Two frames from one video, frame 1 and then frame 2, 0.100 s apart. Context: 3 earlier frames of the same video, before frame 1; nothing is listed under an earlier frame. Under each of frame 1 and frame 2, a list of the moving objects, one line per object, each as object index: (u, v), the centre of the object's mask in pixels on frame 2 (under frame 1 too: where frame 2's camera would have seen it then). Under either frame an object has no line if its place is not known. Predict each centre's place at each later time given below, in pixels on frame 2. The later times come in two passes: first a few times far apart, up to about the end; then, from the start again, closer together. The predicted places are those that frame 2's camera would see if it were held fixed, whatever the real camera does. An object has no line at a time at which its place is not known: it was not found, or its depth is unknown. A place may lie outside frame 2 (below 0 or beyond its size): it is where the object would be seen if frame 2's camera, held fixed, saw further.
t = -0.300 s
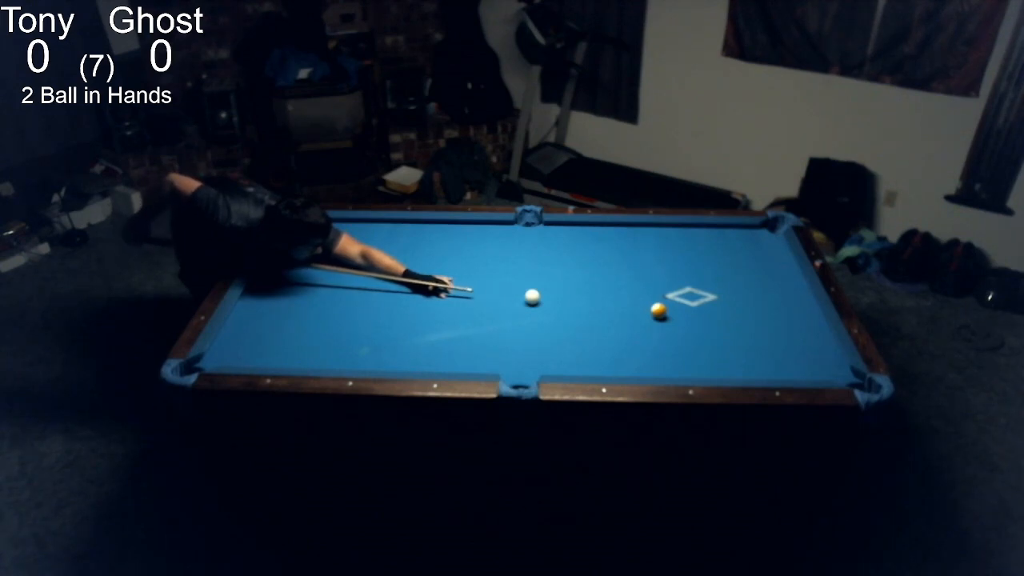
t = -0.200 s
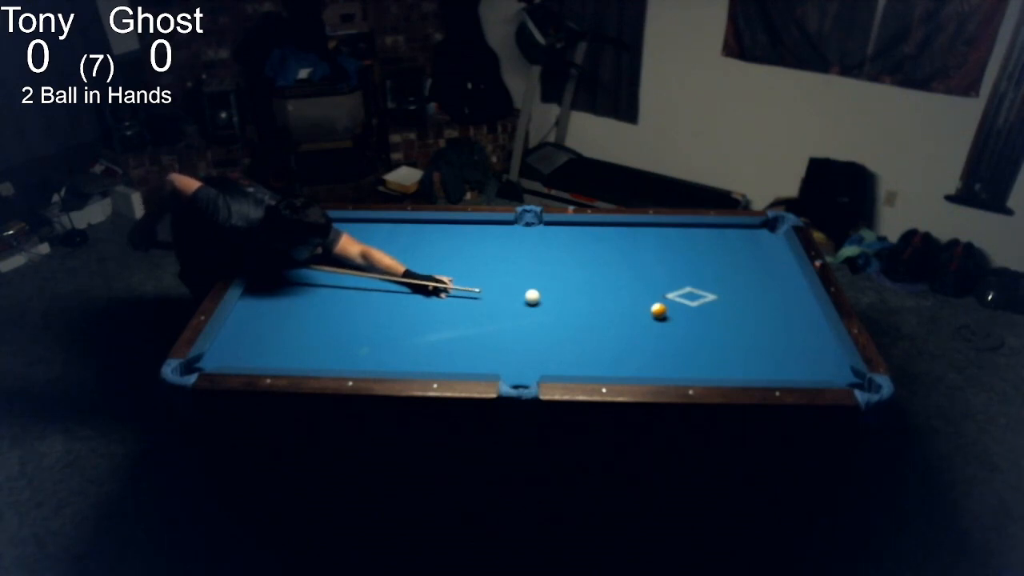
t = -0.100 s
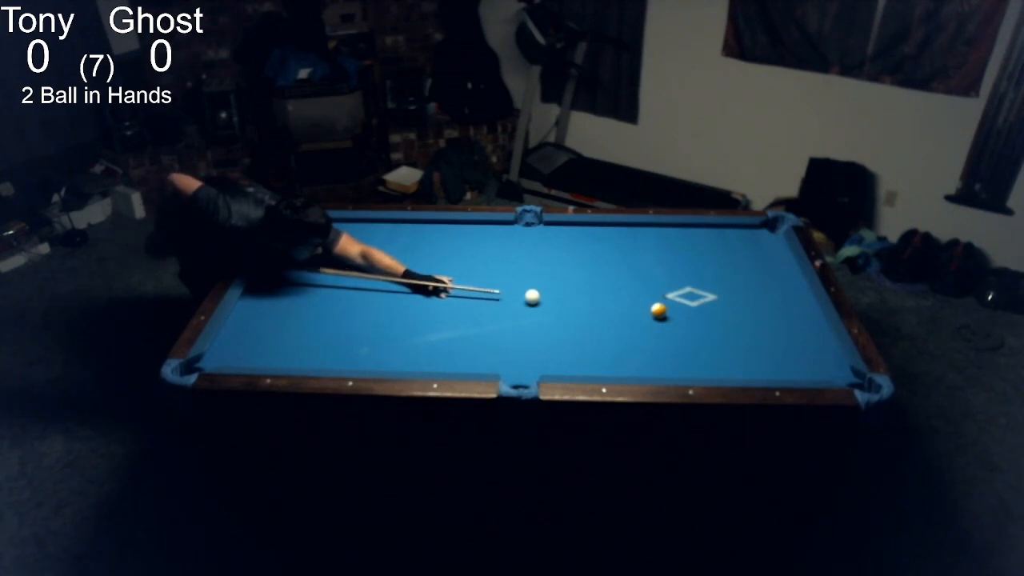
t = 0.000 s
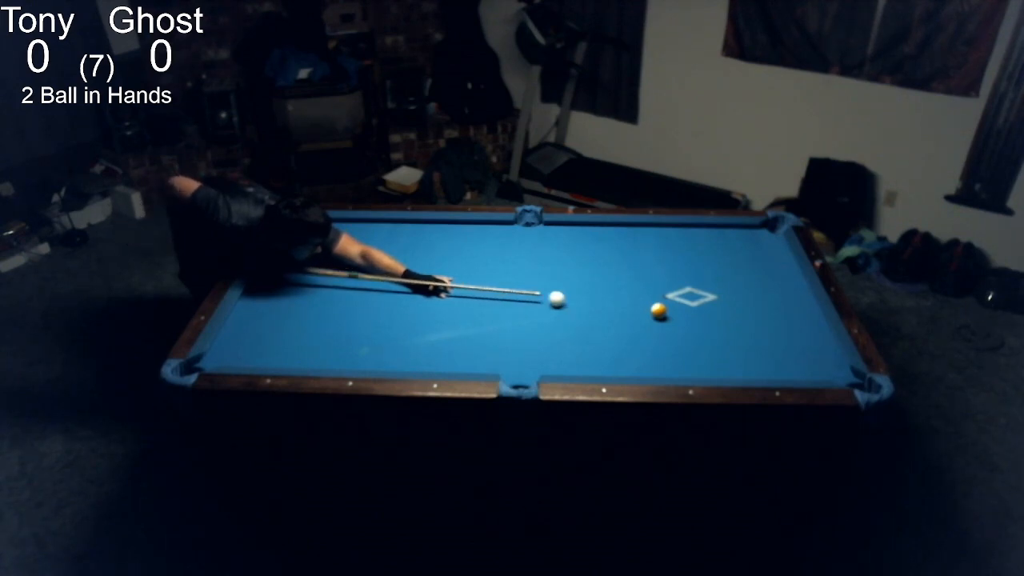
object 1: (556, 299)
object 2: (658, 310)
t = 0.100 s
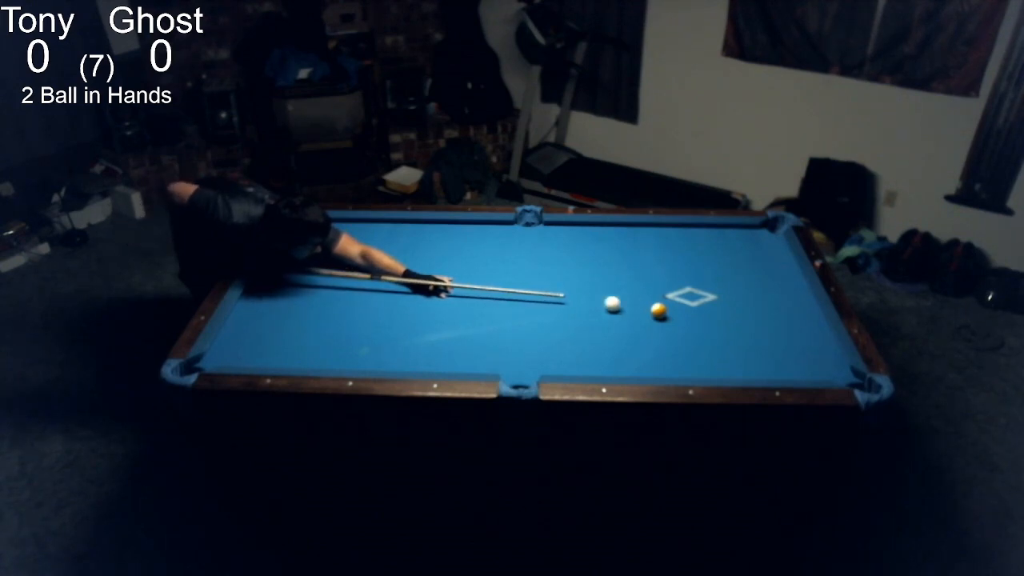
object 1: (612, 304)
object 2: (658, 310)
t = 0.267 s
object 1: (658, 297)
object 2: (699, 324)
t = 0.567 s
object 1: (713, 278)
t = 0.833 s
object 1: (759, 265)
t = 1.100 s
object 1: (775, 252)
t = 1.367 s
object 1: (745, 237)
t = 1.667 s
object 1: (715, 229)
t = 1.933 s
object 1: (697, 235)
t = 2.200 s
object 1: (678, 242)
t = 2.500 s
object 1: (658, 250)
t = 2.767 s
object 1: (639, 256)
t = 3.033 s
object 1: (622, 262)
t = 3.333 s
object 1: (603, 269)
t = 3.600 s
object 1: (587, 275)
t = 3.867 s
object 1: (573, 280)
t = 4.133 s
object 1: (559, 285)
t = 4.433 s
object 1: (545, 291)
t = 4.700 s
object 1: (533, 295)
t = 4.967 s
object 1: (523, 299)
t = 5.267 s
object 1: (513, 304)
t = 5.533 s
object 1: (505, 307)
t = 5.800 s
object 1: (499, 310)
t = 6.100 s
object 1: (493, 312)
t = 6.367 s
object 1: (489, 314)
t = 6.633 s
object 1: (487, 316)
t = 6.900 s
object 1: (486, 316)
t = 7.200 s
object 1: (485, 317)
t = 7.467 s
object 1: (485, 317)
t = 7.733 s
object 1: (485, 317)
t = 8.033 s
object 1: (485, 317)
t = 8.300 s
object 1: (485, 317)
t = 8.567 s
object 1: (485, 317)
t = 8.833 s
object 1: (485, 317)
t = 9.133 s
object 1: (485, 317)
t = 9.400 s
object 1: (485, 317)
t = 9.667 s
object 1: (486, 317)
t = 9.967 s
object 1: (486, 317)
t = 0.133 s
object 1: (630, 305)
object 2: (658, 310)
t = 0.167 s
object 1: (645, 306)
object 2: (661, 311)
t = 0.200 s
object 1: (649, 302)
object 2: (674, 316)
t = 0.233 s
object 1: (653, 299)
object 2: (687, 320)
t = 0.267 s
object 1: (658, 297)
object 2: (699, 324)
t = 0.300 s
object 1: (663, 294)
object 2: (712, 328)
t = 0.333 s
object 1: (669, 292)
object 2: (722, 333)
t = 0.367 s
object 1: (676, 289)
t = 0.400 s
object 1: (681, 287)
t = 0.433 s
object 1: (688, 286)
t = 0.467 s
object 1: (694, 284)
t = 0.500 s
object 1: (700, 282)
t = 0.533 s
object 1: (707, 280)
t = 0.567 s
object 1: (713, 278)
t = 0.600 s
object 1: (719, 277)
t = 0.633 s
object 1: (725, 275)
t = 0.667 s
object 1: (731, 273)
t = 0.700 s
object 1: (737, 272)
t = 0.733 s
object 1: (742, 270)
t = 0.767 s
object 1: (748, 269)
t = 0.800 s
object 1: (753, 267)
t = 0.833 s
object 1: (759, 265)
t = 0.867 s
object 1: (765, 264)
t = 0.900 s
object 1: (770, 262)
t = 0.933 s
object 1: (776, 261)
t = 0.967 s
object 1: (781, 259)
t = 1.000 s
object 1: (786, 258)
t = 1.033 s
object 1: (783, 256)
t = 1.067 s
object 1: (779, 254)
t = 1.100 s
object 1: (775, 252)
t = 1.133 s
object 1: (771, 250)
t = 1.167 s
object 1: (767, 248)
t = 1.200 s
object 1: (763, 246)
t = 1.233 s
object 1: (759, 244)
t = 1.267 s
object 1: (755, 243)
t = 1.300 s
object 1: (752, 241)
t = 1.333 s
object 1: (748, 239)
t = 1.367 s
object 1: (745, 237)
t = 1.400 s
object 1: (741, 236)
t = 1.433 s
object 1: (737, 234)
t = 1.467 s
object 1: (734, 232)
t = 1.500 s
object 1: (730, 231)
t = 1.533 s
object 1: (726, 229)
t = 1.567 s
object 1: (723, 227)
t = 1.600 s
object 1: (720, 227)
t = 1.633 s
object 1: (718, 228)
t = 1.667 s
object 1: (715, 229)
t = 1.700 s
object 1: (713, 230)
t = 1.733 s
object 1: (711, 230)
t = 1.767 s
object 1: (708, 231)
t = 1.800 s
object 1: (706, 232)
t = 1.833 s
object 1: (704, 233)
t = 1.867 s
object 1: (701, 234)
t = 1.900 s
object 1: (699, 235)
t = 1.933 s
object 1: (697, 235)
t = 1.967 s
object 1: (694, 236)
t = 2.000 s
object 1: (692, 237)
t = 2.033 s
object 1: (690, 238)
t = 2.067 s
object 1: (687, 239)
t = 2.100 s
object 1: (685, 239)
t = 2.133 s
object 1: (683, 240)
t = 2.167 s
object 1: (680, 241)
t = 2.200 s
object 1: (678, 242)
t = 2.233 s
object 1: (676, 243)
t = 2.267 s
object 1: (673, 244)
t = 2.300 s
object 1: (671, 244)
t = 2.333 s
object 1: (669, 245)
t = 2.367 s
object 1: (667, 246)
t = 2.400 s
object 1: (664, 247)
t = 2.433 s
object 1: (662, 248)
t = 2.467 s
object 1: (660, 249)
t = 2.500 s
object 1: (658, 250)
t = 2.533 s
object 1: (655, 250)
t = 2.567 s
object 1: (653, 251)
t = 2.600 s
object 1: (651, 252)
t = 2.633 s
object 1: (648, 253)
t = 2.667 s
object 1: (646, 253)
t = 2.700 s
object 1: (644, 254)
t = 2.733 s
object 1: (642, 255)
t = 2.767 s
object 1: (639, 256)
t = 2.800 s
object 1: (637, 257)
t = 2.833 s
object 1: (635, 257)
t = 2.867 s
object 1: (633, 258)
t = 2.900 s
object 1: (630, 259)
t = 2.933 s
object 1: (628, 260)
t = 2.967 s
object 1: (626, 261)
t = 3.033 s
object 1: (622, 262)
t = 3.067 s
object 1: (620, 263)
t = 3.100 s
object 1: (617, 264)
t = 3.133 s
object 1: (616, 264)
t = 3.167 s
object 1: (613, 265)
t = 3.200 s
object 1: (611, 266)
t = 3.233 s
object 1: (609, 267)
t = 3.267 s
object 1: (607, 267)
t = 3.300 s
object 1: (605, 268)
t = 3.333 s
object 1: (603, 269)
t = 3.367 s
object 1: (601, 270)
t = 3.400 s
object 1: (599, 270)
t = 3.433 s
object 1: (597, 271)
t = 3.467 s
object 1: (595, 272)
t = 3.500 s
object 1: (593, 273)
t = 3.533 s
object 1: (591, 273)
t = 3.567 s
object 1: (589, 274)
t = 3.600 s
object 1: (587, 275)
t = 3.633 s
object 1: (585, 275)
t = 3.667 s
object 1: (584, 276)
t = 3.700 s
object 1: (582, 277)
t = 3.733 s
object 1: (580, 277)
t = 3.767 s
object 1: (578, 278)
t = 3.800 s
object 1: (576, 279)
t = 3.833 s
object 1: (574, 280)
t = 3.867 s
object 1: (573, 280)
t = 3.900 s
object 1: (571, 281)
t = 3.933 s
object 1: (569, 281)
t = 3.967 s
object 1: (568, 282)
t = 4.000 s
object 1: (566, 283)
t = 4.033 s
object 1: (564, 284)
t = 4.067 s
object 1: (562, 284)
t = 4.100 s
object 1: (561, 285)
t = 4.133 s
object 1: (559, 285)
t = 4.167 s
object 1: (557, 286)
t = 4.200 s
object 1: (556, 287)
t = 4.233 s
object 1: (554, 287)
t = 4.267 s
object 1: (553, 288)
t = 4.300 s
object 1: (551, 288)
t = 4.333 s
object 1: (550, 289)
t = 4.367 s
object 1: (548, 290)
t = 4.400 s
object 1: (546, 290)
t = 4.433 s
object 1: (545, 291)
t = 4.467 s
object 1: (543, 291)
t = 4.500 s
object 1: (542, 292)
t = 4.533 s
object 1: (540, 292)
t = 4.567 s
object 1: (539, 293)
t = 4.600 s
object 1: (538, 294)
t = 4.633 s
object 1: (536, 294)
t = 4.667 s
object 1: (535, 295)
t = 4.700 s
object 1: (533, 295)
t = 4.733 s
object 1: (532, 296)
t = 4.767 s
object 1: (531, 296)
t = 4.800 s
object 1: (529, 297)
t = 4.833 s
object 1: (528, 297)
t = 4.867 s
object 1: (527, 298)
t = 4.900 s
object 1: (526, 298)
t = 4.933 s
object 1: (525, 299)
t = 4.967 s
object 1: (523, 299)
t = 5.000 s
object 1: (522, 300)
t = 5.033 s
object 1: (521, 300)
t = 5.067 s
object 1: (520, 301)
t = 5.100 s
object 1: (519, 301)
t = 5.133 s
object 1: (517, 302)
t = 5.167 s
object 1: (516, 302)
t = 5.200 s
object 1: (515, 303)
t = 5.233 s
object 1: (514, 303)
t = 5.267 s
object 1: (513, 304)
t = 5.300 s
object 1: (512, 304)
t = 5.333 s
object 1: (511, 305)
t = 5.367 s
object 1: (510, 305)
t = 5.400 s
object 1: (509, 305)
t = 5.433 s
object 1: (508, 306)
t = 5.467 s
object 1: (507, 306)
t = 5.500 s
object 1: (506, 306)
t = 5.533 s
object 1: (505, 307)
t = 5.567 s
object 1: (504, 307)
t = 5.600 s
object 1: (504, 308)
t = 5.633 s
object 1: (503, 308)
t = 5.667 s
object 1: (502, 308)
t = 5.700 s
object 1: (501, 309)
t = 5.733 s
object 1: (500, 309)
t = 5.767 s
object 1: (499, 310)
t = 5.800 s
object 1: (499, 310)
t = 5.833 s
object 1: (498, 310)
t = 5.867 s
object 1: (497, 310)
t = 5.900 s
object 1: (497, 311)
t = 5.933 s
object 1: (496, 311)
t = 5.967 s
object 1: (495, 311)
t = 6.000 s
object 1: (495, 312)
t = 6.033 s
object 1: (494, 312)
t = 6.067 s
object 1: (493, 312)
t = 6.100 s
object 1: (493, 312)
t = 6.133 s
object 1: (492, 313)
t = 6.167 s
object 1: (492, 313)
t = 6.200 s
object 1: (491, 313)
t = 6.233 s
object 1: (491, 313)
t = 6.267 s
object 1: (490, 314)
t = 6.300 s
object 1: (490, 314)
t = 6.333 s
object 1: (489, 314)
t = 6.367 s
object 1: (489, 314)
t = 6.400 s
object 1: (489, 314)
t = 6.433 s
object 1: (488, 315)
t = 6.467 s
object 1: (488, 315)
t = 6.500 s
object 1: (488, 315)
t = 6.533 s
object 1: (488, 315)
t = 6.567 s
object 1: (488, 315)
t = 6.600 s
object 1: (487, 315)
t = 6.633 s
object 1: (487, 316)
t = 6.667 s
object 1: (487, 316)
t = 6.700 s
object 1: (486, 316)
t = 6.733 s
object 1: (486, 316)
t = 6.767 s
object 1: (486, 316)
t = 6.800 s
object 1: (486, 316)
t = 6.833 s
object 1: (486, 316)
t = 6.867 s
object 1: (486, 316)
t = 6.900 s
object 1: (486, 316)
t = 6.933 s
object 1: (485, 316)
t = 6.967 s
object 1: (485, 317)
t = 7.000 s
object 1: (485, 317)
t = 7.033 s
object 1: (485, 316)
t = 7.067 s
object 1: (485, 317)
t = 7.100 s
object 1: (485, 317)
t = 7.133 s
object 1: (485, 317)
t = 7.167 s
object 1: (485, 317)
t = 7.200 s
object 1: (485, 317)
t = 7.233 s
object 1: (485, 317)
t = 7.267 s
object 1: (485, 317)
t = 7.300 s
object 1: (485, 317)
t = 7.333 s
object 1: (485, 317)
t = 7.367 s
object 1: (485, 317)
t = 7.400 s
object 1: (485, 317)
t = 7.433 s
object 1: (485, 317)
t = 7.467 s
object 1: (485, 317)
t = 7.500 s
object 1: (485, 317)
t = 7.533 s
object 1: (485, 317)
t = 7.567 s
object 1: (485, 317)
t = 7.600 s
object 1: (485, 317)
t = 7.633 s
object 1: (485, 317)
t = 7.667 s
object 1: (485, 317)
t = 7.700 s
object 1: (485, 317)
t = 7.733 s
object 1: (485, 317)
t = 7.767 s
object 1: (485, 317)
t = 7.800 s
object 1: (485, 317)
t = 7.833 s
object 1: (485, 317)
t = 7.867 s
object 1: (485, 317)
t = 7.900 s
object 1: (485, 317)
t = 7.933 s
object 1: (485, 317)
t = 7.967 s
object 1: (485, 317)
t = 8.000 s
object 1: (485, 317)
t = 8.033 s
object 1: (485, 317)
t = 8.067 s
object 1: (485, 317)
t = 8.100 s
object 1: (485, 317)
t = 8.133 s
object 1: (485, 317)
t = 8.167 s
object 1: (485, 317)
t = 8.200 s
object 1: (485, 317)
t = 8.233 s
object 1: (485, 317)
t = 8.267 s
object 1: (485, 317)
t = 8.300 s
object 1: (485, 317)
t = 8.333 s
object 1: (485, 317)
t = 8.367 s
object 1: (485, 317)
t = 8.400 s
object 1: (485, 317)
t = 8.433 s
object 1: (485, 317)
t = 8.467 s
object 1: (485, 317)
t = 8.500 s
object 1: (485, 317)
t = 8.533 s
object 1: (485, 317)
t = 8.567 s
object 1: (485, 317)
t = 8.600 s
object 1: (485, 317)
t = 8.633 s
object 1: (485, 317)
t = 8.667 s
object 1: (485, 317)
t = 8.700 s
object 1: (485, 317)
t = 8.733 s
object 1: (485, 317)
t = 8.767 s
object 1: (485, 317)
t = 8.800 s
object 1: (485, 317)
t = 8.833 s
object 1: (485, 317)
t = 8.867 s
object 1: (485, 317)
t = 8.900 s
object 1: (485, 317)
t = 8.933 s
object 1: (485, 317)
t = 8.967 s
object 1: (485, 317)
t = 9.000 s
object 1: (485, 317)
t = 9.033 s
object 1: (485, 317)
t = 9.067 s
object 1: (485, 317)
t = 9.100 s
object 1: (485, 317)
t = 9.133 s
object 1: (485, 317)
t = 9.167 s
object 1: (485, 317)
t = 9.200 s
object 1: (485, 317)
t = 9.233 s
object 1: (485, 317)
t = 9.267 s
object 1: (485, 316)
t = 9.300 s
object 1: (485, 316)
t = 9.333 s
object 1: (485, 317)
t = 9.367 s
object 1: (485, 317)
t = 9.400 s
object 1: (485, 317)
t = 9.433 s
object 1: (485, 317)
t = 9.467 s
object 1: (485, 316)
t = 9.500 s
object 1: (485, 317)
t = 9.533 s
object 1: (485, 317)
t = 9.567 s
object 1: (485, 317)
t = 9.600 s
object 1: (485, 317)
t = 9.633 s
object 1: (485, 317)
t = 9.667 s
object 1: (486, 317)
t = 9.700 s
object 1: (485, 317)
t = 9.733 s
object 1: (485, 317)
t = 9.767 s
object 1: (485, 317)
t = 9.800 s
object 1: (486, 317)
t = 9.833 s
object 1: (485, 317)
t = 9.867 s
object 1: (485, 317)
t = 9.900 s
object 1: (486, 317)
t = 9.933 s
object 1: (486, 317)
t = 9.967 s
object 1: (486, 317)
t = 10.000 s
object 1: (485, 317)
